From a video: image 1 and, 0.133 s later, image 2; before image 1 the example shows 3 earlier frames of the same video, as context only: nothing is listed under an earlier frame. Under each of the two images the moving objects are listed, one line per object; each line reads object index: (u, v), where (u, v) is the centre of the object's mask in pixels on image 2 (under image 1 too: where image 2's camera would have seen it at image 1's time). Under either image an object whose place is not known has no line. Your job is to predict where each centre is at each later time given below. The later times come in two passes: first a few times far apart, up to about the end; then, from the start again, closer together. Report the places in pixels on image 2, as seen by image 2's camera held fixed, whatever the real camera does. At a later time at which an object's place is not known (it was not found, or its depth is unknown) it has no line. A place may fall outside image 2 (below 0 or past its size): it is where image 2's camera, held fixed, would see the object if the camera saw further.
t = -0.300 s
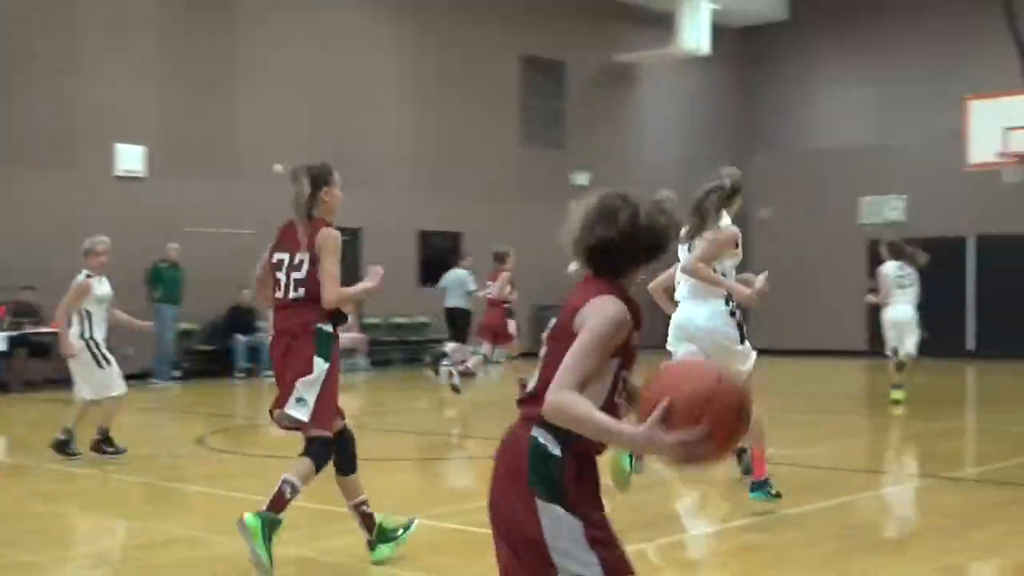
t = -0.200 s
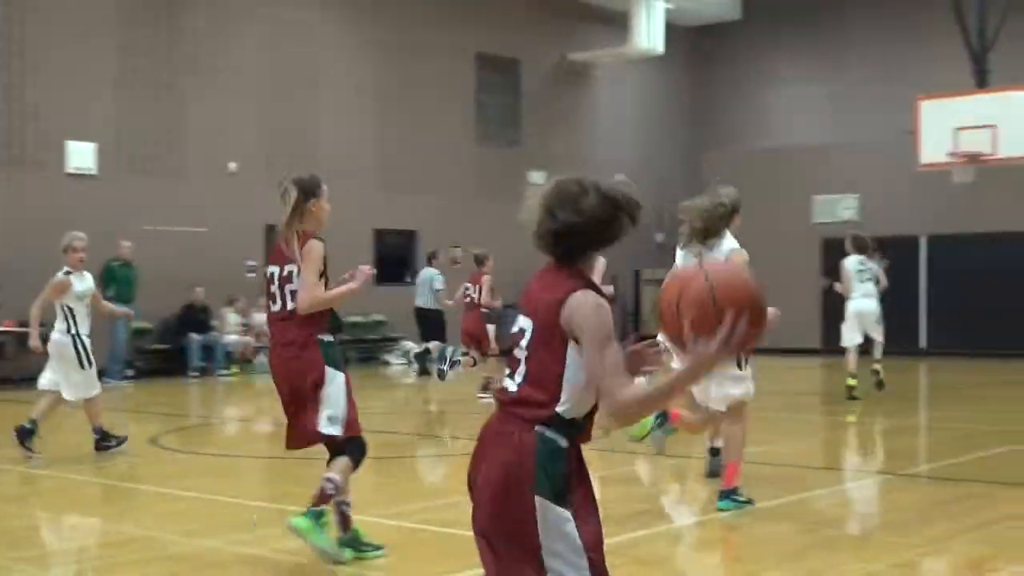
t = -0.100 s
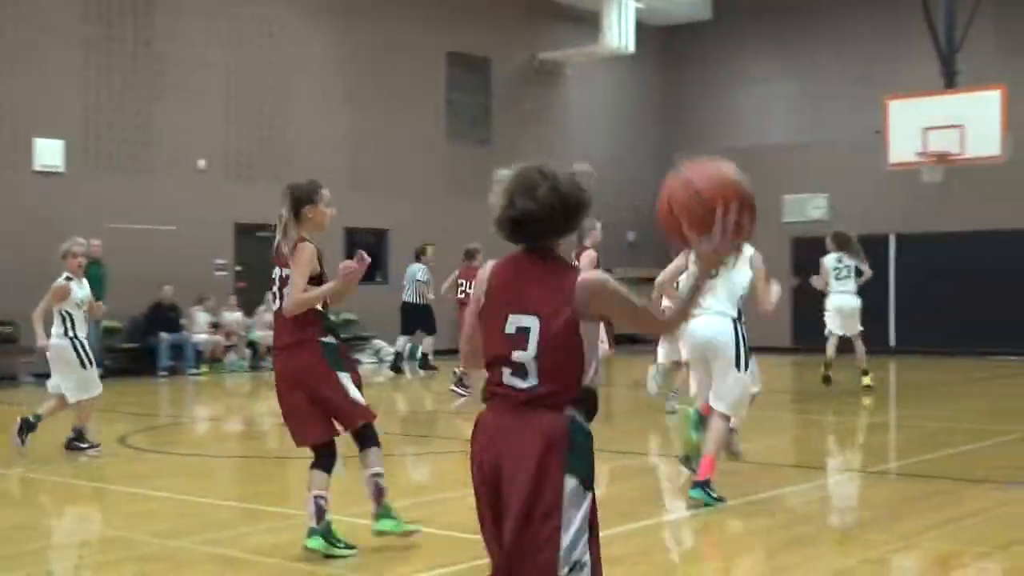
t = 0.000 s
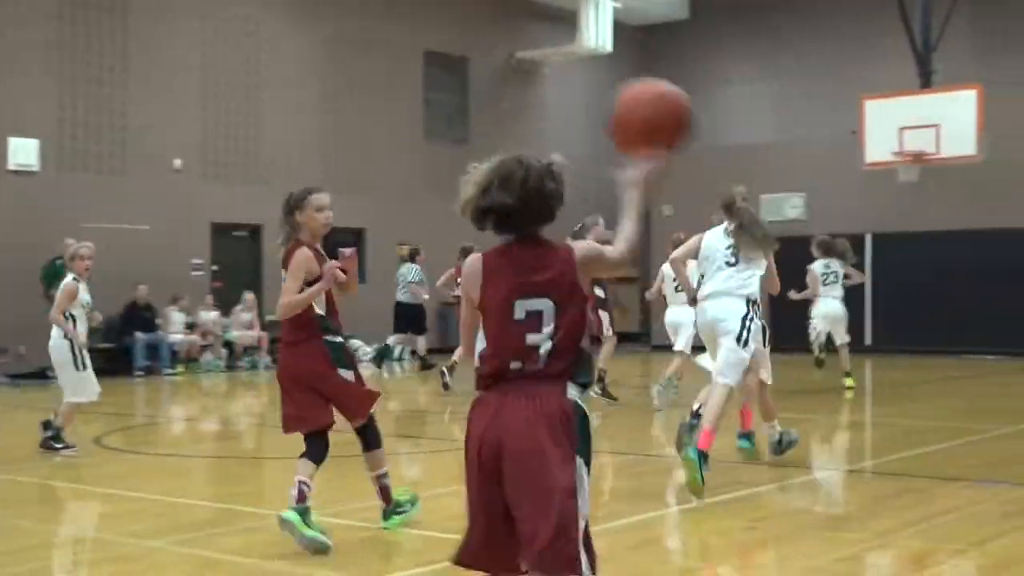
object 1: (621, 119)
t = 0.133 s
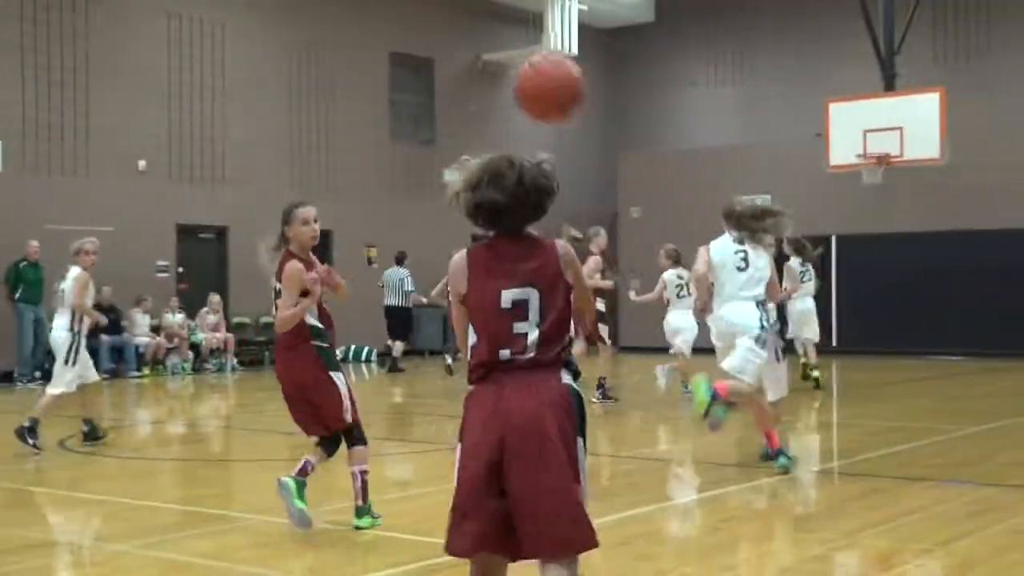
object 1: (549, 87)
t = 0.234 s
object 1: (511, 98)
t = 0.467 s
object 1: (455, 197)
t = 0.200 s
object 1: (521, 92)
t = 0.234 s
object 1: (511, 98)
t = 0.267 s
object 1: (501, 108)
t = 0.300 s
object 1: (491, 118)
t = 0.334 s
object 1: (483, 131)
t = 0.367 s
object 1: (475, 145)
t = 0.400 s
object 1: (467, 162)
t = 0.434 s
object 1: (459, 179)
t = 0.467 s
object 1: (455, 197)
